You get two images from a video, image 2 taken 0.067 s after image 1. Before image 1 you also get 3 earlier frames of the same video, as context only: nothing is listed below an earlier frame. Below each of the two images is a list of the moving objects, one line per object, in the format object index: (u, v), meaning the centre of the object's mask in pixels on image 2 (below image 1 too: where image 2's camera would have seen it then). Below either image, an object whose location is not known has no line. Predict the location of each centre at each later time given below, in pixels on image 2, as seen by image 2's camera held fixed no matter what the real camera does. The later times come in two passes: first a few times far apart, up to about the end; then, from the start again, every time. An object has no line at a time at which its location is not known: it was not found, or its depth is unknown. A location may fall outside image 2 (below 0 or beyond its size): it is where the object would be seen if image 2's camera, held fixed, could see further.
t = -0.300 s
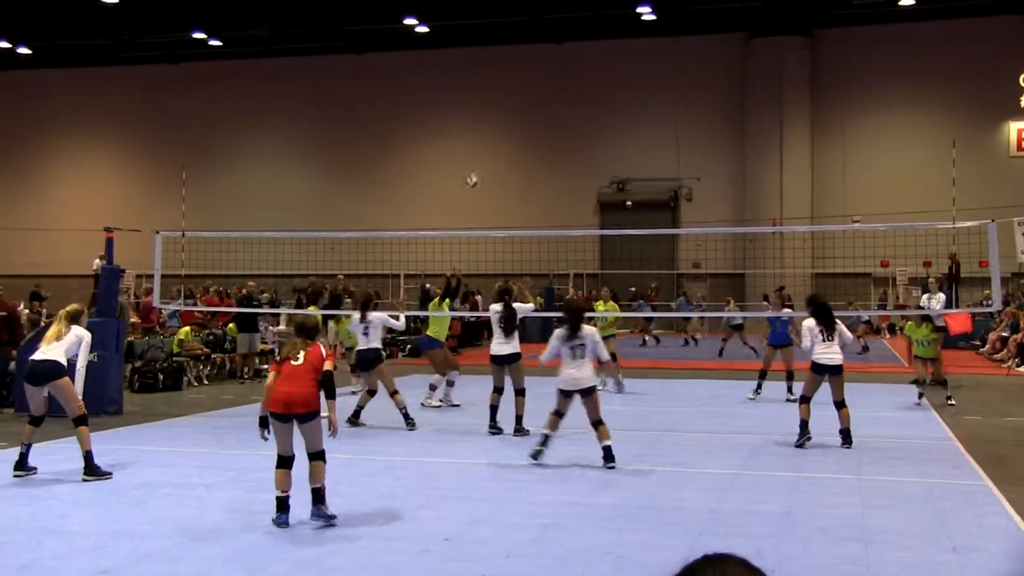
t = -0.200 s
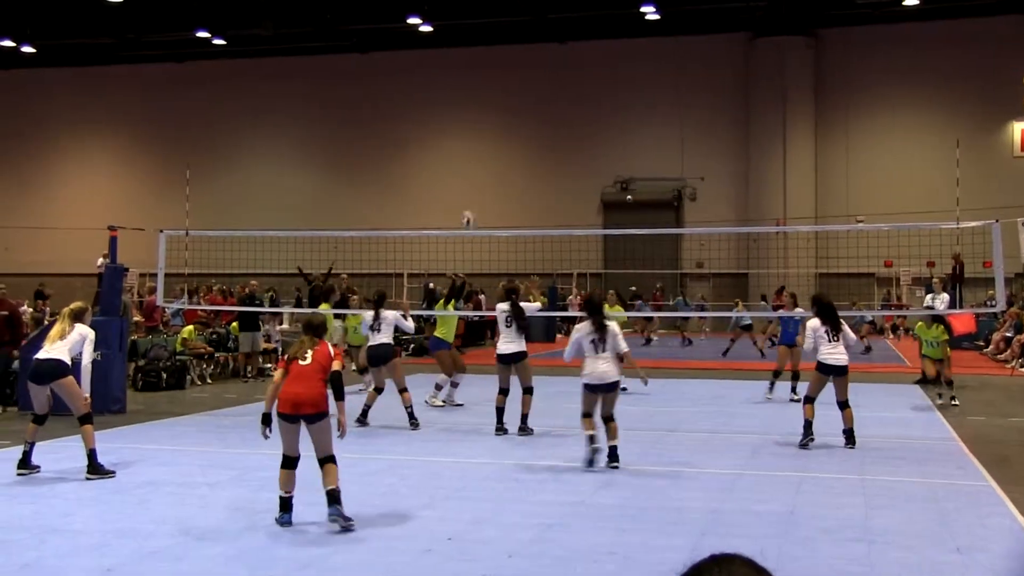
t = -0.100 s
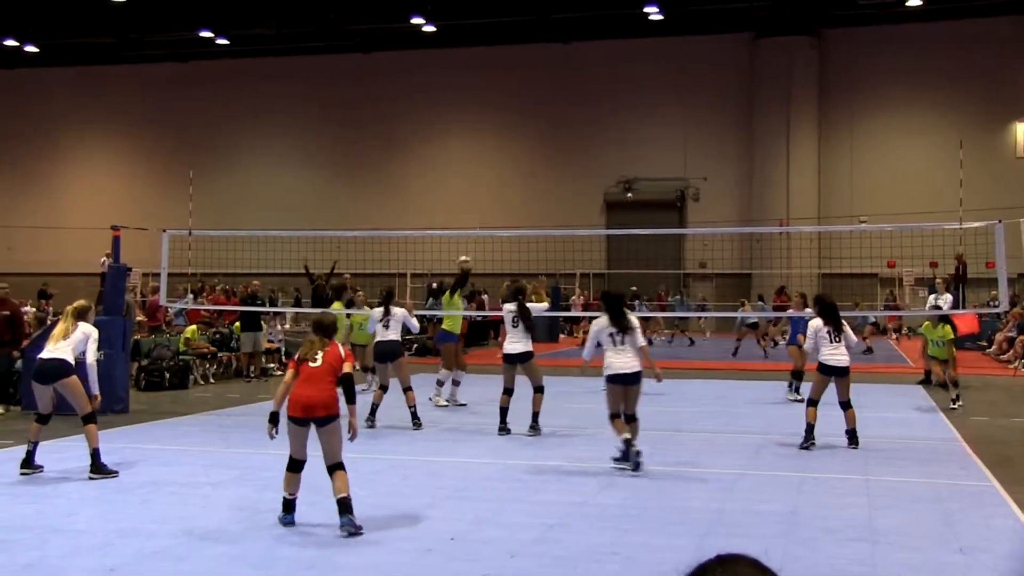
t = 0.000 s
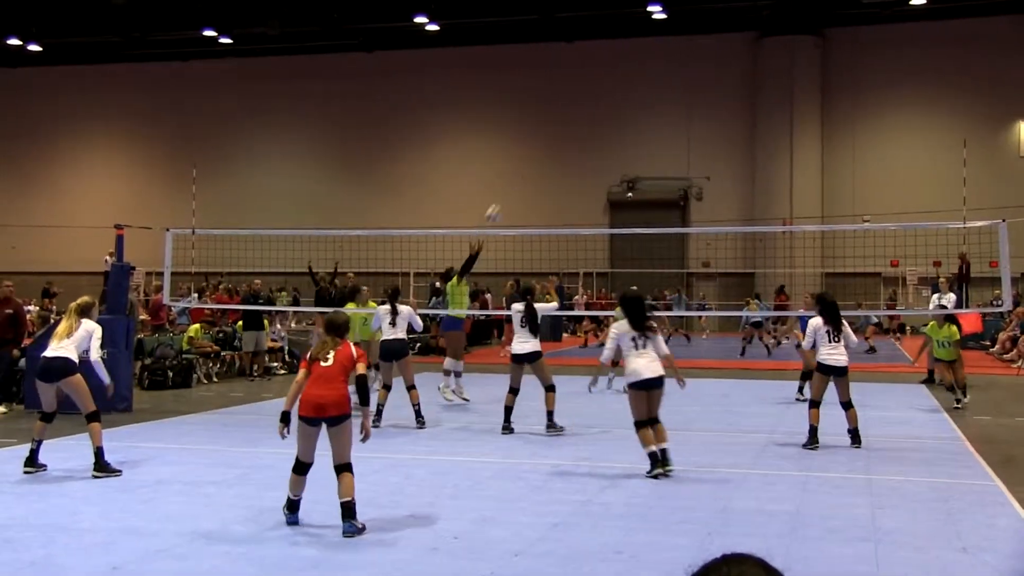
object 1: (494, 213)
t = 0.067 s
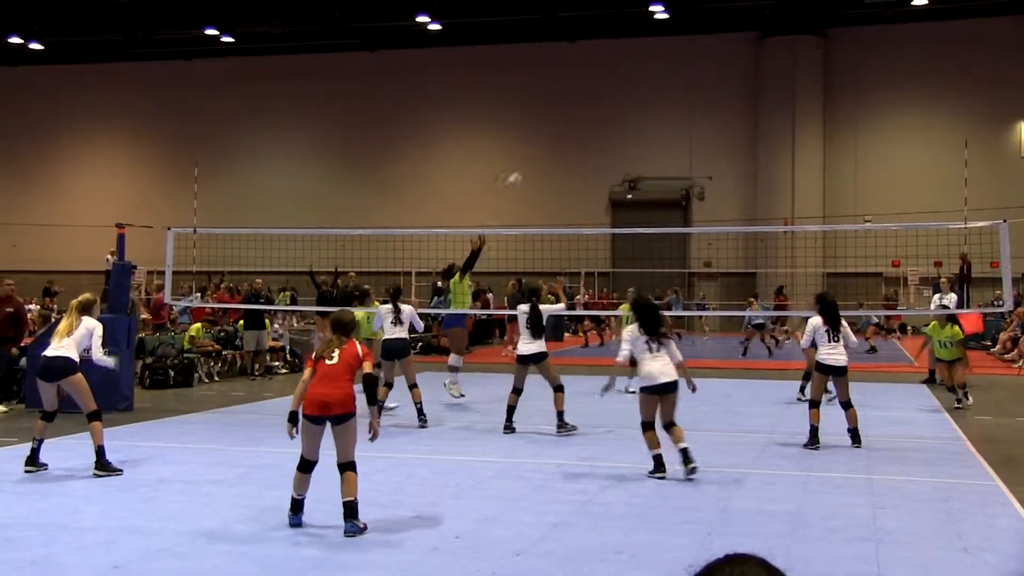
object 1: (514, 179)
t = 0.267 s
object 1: (575, 108)
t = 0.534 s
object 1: (652, 51)
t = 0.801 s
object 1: (729, 53)
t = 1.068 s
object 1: (805, 113)
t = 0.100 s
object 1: (525, 164)
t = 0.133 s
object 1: (535, 153)
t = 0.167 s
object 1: (545, 141)
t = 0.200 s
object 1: (554, 128)
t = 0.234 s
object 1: (565, 116)
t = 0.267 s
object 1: (575, 108)
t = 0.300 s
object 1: (584, 95)
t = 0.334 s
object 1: (594, 87)
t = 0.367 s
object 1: (604, 79)
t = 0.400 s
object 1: (613, 72)
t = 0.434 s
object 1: (623, 65)
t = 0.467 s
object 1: (633, 60)
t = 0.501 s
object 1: (643, 55)
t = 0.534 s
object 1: (652, 51)
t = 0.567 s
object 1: (662, 48)
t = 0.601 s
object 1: (671, 46)
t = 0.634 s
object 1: (681, 45)
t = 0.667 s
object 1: (690, 45)
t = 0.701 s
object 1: (700, 45)
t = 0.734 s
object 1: (709, 47)
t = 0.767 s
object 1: (719, 50)
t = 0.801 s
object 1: (729, 53)
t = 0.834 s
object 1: (738, 57)
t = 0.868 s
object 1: (748, 62)
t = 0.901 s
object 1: (757, 68)
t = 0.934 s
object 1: (767, 75)
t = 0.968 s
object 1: (777, 82)
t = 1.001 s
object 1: (786, 92)
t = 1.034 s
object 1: (795, 101)
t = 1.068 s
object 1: (805, 113)
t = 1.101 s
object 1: (814, 123)
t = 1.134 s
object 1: (823, 136)
